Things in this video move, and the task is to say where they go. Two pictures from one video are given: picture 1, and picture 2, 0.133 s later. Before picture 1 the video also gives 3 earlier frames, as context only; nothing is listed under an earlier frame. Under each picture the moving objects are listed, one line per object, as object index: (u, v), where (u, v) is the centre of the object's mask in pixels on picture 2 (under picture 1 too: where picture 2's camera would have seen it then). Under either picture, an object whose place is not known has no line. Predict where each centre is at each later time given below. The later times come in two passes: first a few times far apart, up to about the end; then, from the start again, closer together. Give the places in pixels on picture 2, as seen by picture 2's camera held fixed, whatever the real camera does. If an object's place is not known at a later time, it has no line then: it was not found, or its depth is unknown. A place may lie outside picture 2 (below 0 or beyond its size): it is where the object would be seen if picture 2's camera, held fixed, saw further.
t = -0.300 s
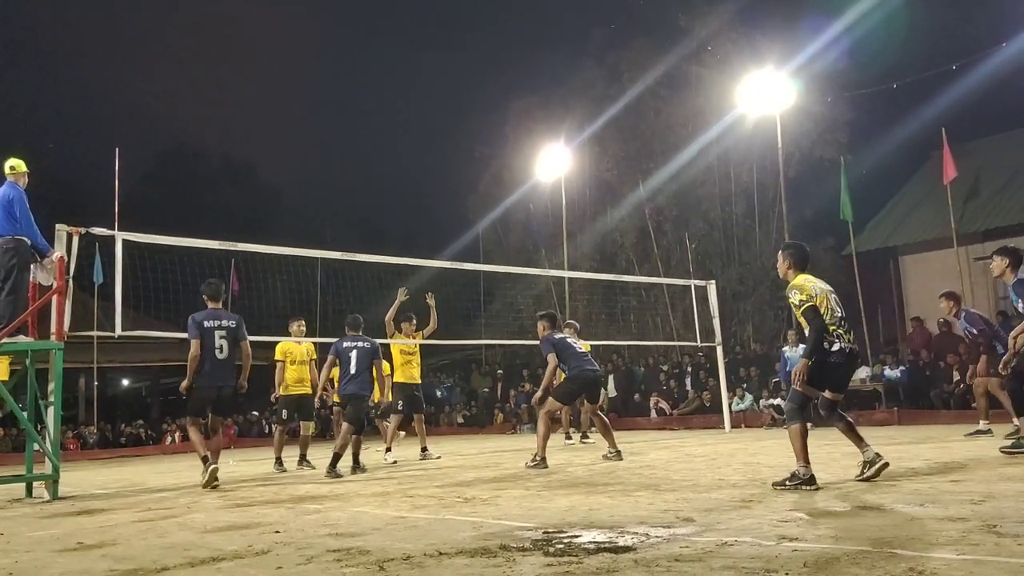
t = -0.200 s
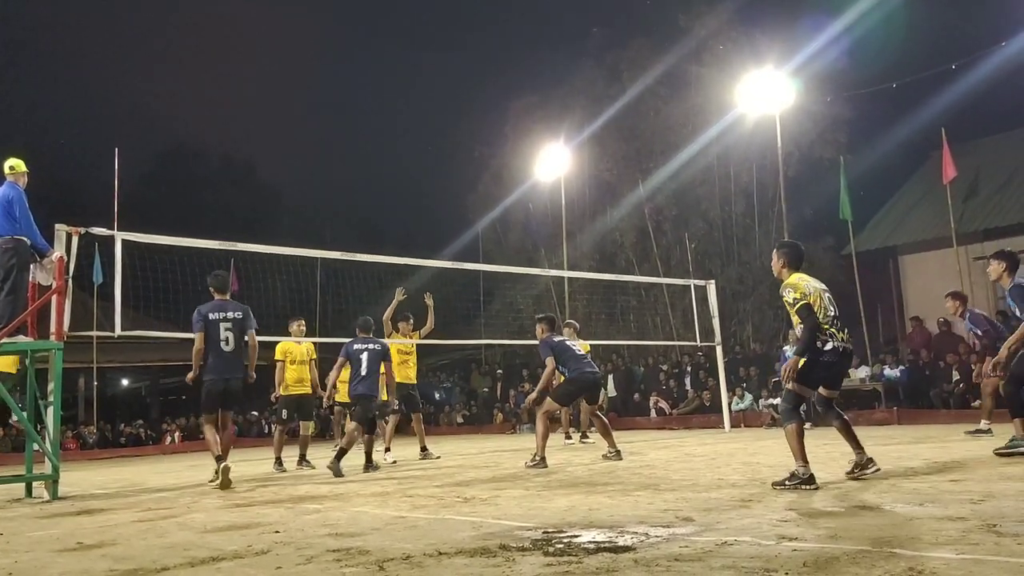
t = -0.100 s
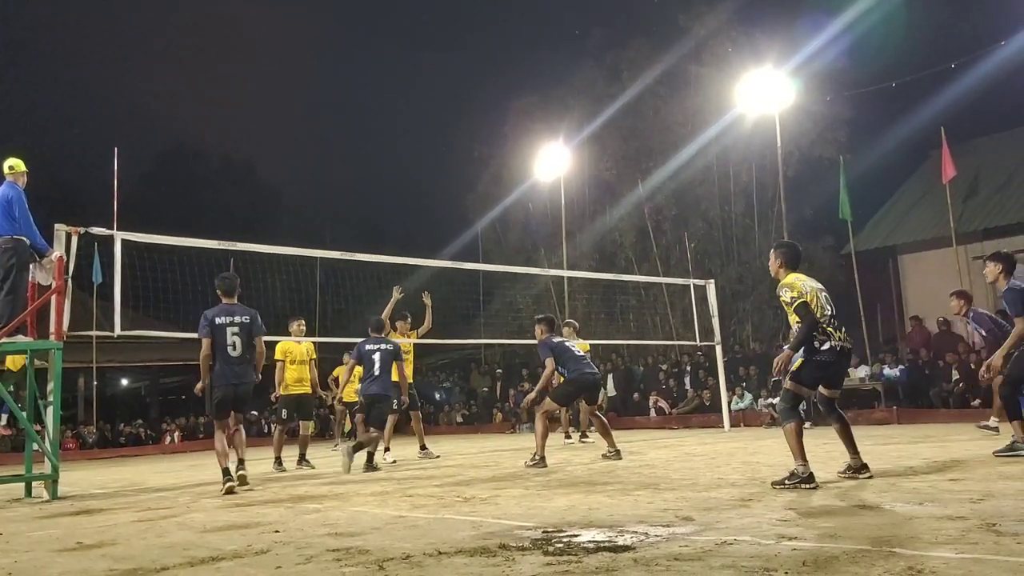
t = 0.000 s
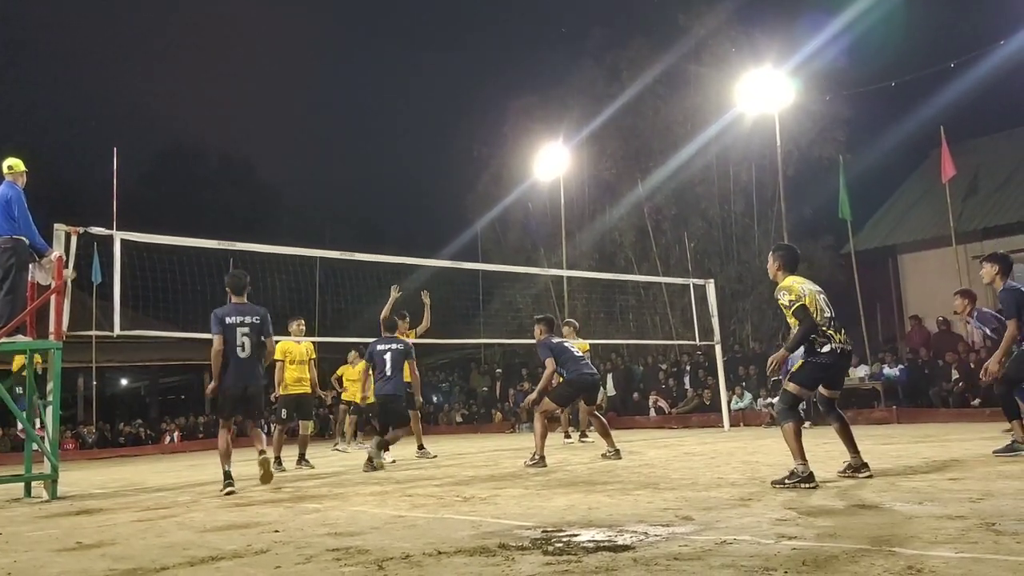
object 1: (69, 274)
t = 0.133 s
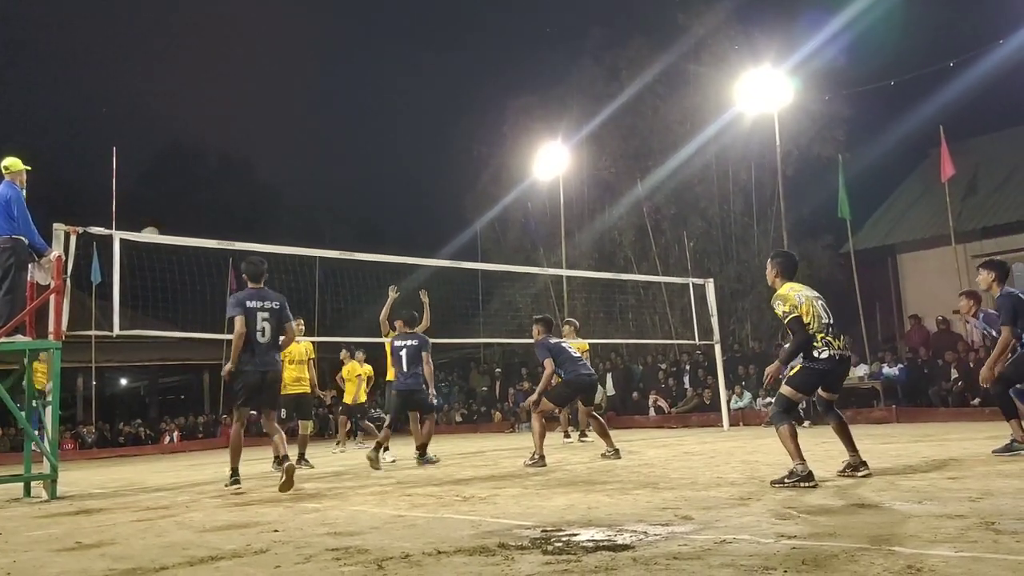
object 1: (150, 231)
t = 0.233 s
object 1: (219, 211)
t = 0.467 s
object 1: (418, 188)
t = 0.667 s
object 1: (644, 214)
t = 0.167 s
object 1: (171, 226)
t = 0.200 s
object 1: (195, 218)
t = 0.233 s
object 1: (219, 211)
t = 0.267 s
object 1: (244, 205)
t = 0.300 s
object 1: (270, 200)
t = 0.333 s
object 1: (297, 195)
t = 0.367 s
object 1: (325, 192)
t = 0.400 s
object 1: (355, 189)
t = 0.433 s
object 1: (385, 188)
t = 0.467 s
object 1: (418, 188)
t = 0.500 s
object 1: (451, 189)
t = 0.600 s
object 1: (561, 199)
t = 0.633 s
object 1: (601, 206)
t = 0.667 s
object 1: (644, 214)
